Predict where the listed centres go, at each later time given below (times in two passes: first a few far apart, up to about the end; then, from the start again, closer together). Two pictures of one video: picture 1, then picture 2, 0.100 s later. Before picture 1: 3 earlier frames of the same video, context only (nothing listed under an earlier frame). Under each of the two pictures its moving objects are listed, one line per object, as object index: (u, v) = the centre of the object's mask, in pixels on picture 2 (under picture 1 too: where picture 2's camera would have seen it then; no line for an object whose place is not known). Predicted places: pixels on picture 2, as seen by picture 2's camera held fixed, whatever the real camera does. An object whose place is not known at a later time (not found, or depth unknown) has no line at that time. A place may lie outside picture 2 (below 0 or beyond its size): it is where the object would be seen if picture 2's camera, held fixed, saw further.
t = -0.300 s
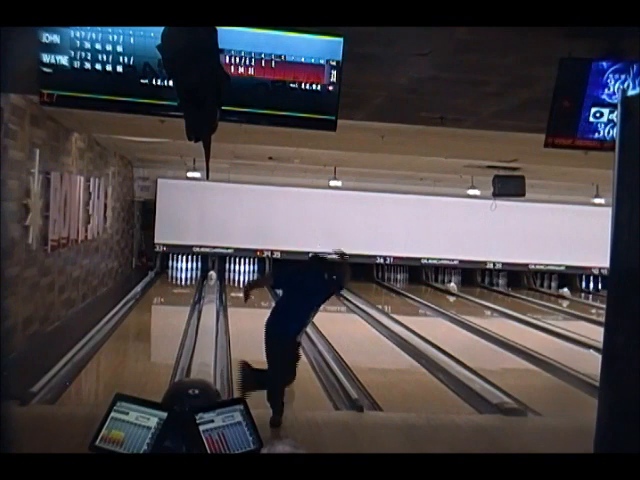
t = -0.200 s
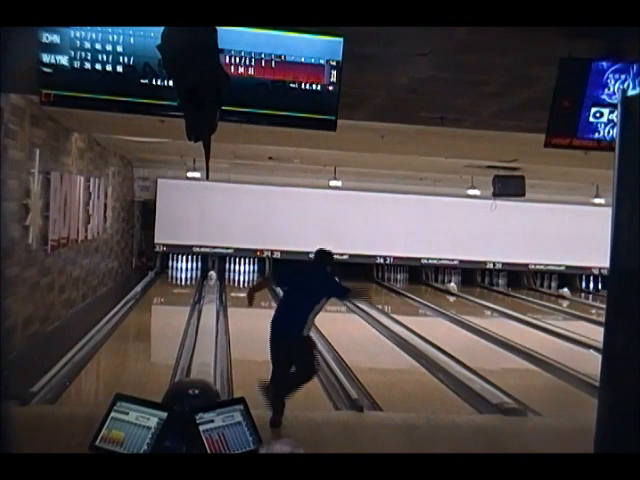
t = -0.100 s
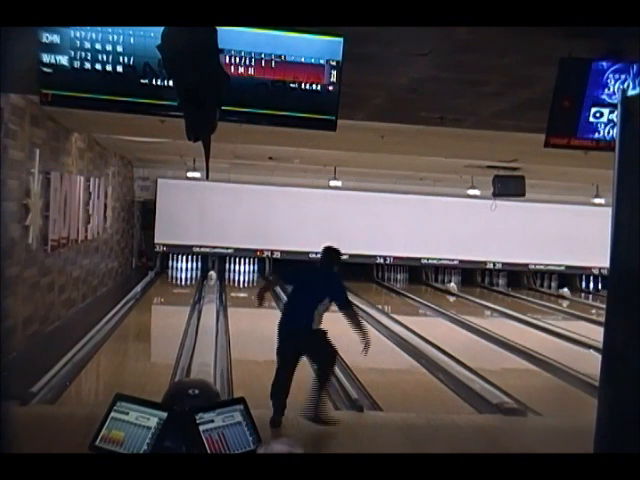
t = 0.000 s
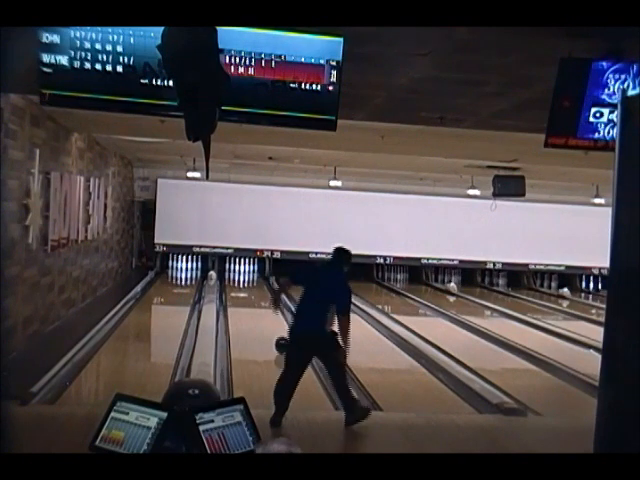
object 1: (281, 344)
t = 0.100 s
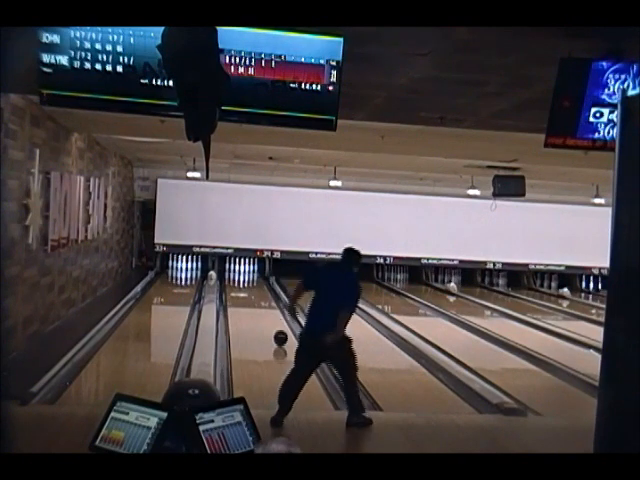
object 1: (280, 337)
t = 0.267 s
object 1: (278, 327)
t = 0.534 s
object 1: (274, 314)
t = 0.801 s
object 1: (271, 304)
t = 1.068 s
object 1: (268, 296)
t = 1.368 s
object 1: (266, 287)
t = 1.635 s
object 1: (262, 282)
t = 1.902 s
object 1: (259, 277)
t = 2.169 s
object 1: (253, 272)
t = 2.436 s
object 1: (249, 270)
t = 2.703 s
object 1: (248, 269)
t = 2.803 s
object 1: (247, 268)
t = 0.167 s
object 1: (279, 333)
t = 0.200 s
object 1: (279, 330)
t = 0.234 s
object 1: (278, 329)
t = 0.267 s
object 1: (278, 327)
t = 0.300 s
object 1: (277, 325)
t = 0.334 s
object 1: (277, 324)
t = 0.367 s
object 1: (277, 322)
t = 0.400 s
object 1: (276, 320)
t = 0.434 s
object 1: (276, 319)
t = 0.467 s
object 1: (275, 317)
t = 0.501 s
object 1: (275, 316)
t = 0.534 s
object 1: (274, 314)
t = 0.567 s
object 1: (274, 313)
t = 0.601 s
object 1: (274, 311)
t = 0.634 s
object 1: (273, 310)
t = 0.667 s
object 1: (273, 308)
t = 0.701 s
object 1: (272, 307)
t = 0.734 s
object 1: (272, 306)
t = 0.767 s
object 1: (272, 305)
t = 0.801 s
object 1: (271, 304)
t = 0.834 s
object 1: (271, 303)
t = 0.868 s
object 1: (271, 302)
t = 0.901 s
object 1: (270, 301)
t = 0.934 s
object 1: (270, 299)
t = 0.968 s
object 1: (270, 298)
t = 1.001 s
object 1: (269, 298)
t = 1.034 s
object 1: (269, 297)
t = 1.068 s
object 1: (268, 296)
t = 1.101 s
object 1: (268, 295)
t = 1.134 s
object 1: (268, 294)
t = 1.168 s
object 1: (268, 293)
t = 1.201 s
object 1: (267, 292)
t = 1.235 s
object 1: (267, 291)
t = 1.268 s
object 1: (267, 290)
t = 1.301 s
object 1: (267, 290)
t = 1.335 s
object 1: (266, 288)
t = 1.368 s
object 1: (266, 287)
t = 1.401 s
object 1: (265, 287)
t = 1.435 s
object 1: (265, 286)
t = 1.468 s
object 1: (265, 286)
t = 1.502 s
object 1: (264, 285)
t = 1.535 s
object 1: (264, 284)
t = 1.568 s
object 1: (264, 283)
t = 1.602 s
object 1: (263, 283)
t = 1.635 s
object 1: (262, 282)
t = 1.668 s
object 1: (262, 281)
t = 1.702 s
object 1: (262, 280)
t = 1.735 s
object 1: (261, 280)
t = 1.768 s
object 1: (261, 280)
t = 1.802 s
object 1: (260, 279)
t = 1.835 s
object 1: (260, 279)
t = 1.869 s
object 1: (260, 278)
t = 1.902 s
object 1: (259, 277)
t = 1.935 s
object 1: (258, 276)
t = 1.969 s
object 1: (258, 275)
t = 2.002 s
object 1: (257, 275)
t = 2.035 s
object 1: (257, 275)
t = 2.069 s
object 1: (256, 274)
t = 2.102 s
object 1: (255, 273)
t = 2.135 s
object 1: (254, 273)
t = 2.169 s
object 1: (253, 272)
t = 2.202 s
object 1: (252, 272)
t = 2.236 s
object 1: (252, 272)
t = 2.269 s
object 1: (252, 271)
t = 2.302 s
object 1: (251, 270)
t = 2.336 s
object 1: (251, 270)
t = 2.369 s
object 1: (250, 270)
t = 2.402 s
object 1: (249, 269)
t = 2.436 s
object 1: (249, 270)
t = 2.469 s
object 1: (249, 269)
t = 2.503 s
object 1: (248, 269)
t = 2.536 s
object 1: (248, 269)
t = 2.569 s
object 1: (248, 269)
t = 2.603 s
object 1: (249, 268)
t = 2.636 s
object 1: (248, 269)
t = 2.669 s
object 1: (249, 269)
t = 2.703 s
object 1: (248, 269)
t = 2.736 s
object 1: (248, 268)
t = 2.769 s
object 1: (249, 269)
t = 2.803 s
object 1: (247, 268)
